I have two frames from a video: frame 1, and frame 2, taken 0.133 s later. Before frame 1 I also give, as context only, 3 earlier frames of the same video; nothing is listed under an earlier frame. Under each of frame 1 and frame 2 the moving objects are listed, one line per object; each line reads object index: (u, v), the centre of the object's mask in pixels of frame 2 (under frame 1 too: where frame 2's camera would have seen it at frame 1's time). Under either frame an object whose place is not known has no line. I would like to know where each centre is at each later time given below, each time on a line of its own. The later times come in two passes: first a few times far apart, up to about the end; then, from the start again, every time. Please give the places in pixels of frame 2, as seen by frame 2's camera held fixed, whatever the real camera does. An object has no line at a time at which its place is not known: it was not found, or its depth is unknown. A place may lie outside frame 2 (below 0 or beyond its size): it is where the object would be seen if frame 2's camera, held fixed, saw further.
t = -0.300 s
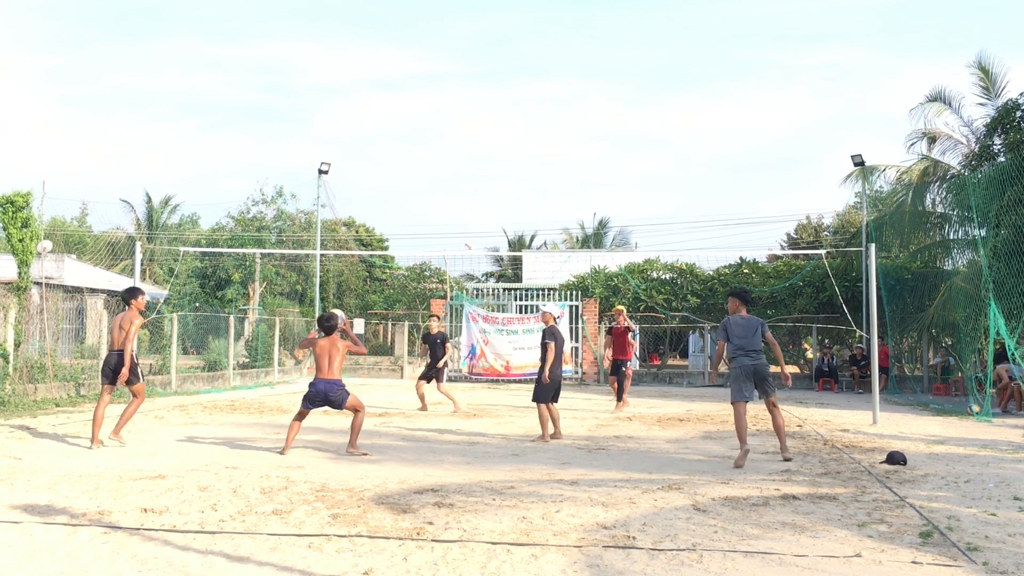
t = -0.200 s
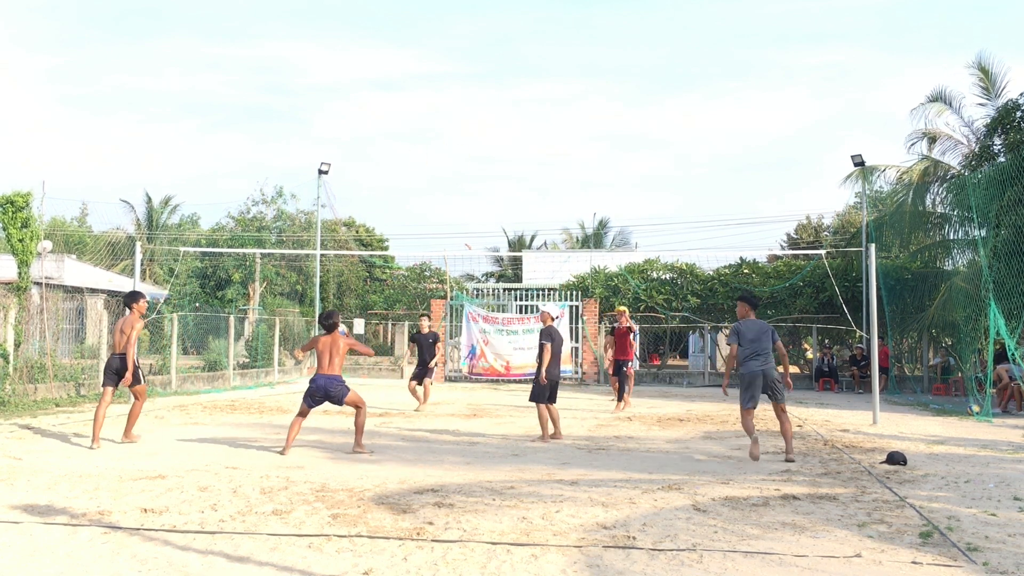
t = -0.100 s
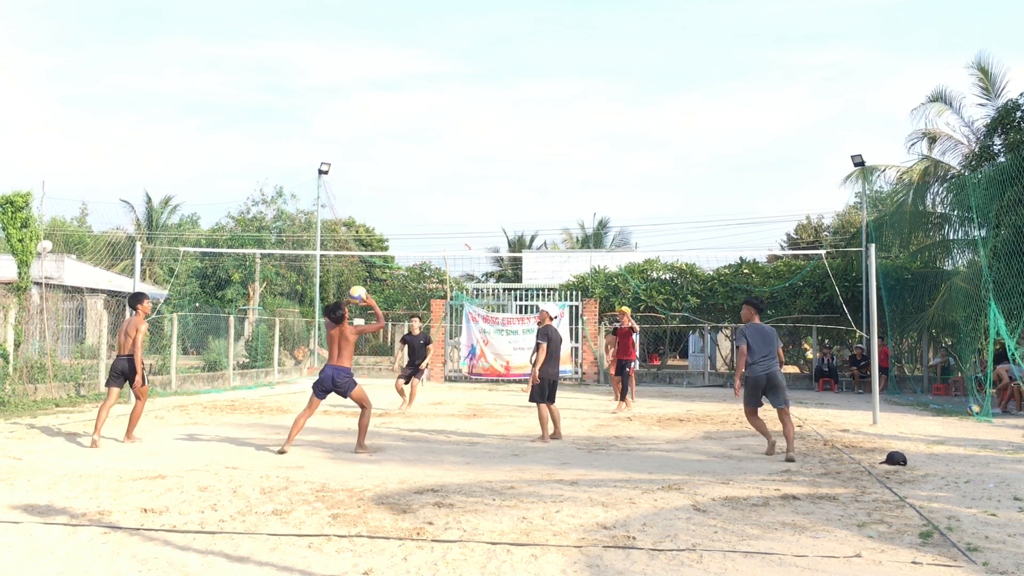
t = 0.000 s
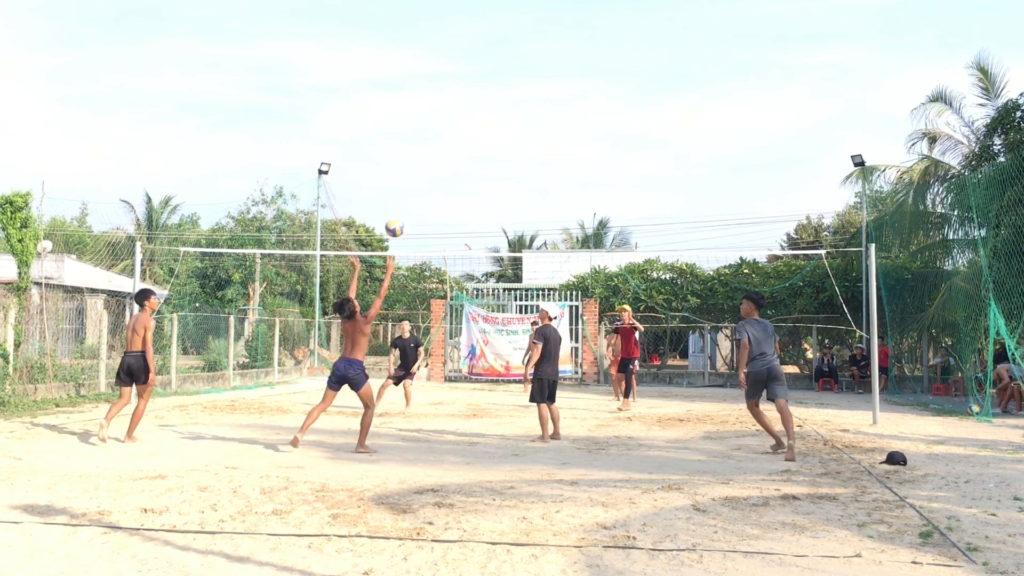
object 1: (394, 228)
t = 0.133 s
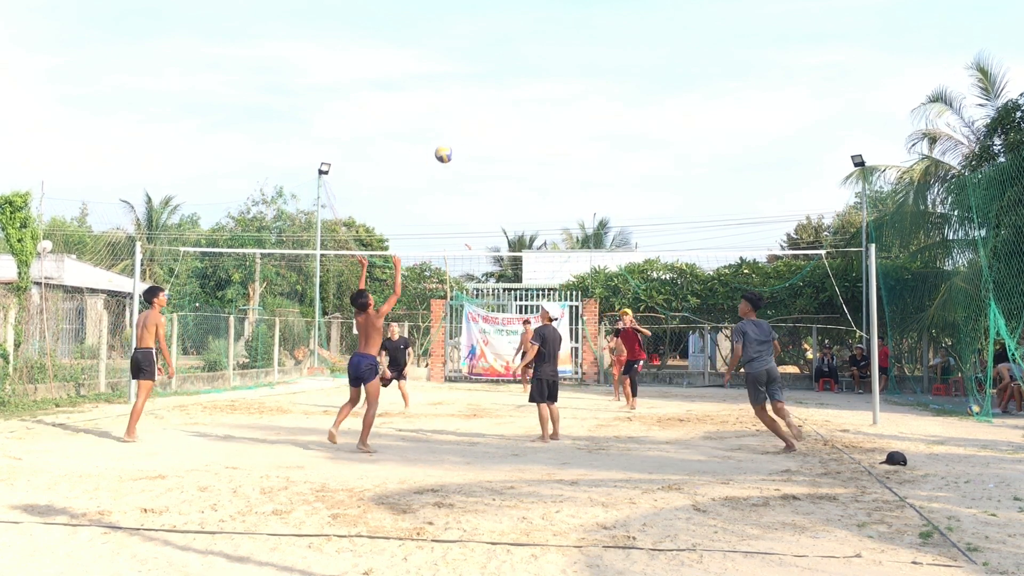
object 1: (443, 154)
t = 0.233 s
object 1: (477, 113)
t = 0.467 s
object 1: (549, 55)
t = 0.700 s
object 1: (612, 46)
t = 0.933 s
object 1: (670, 77)
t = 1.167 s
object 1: (722, 144)
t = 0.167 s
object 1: (455, 139)
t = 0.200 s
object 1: (466, 126)
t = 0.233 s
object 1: (477, 113)
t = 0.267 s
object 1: (488, 101)
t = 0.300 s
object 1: (499, 91)
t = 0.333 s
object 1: (509, 82)
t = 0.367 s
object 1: (519, 73)
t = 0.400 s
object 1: (530, 66)
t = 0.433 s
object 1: (539, 60)
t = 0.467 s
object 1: (549, 55)
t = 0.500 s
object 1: (559, 51)
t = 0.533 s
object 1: (568, 48)
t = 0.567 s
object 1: (577, 46)
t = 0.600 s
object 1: (586, 45)
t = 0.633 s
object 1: (595, 44)
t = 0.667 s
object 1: (604, 45)
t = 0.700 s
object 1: (612, 46)
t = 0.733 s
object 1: (620, 48)
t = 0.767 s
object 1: (629, 51)
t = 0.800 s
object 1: (637, 54)
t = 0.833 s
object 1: (645, 59)
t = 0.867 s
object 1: (654, 64)
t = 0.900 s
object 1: (662, 70)
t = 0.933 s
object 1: (670, 77)
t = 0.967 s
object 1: (678, 84)
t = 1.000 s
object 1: (685, 93)
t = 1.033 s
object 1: (693, 102)
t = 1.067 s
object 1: (700, 111)
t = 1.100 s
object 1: (708, 121)
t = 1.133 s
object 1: (715, 132)
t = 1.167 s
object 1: (722, 144)
